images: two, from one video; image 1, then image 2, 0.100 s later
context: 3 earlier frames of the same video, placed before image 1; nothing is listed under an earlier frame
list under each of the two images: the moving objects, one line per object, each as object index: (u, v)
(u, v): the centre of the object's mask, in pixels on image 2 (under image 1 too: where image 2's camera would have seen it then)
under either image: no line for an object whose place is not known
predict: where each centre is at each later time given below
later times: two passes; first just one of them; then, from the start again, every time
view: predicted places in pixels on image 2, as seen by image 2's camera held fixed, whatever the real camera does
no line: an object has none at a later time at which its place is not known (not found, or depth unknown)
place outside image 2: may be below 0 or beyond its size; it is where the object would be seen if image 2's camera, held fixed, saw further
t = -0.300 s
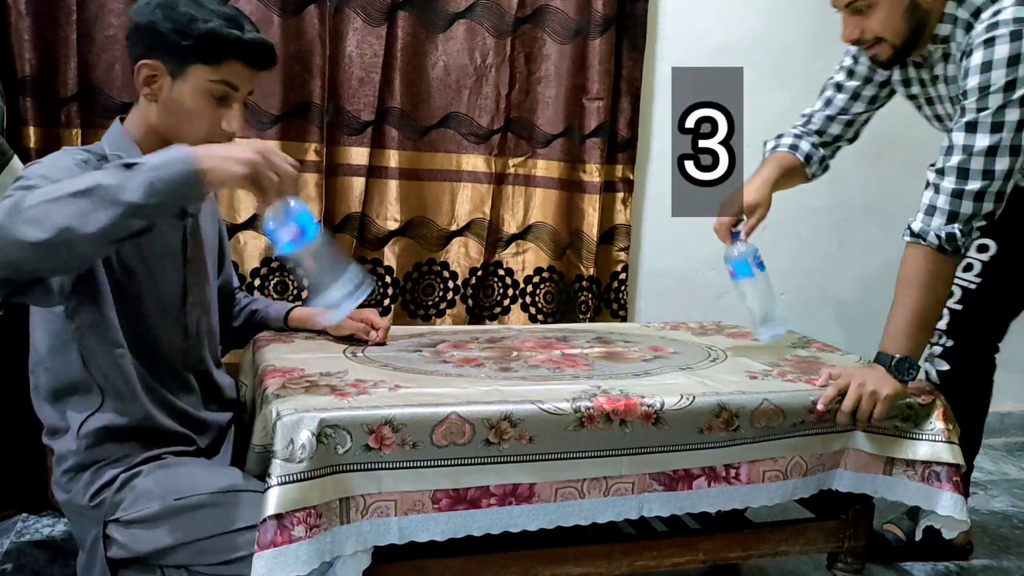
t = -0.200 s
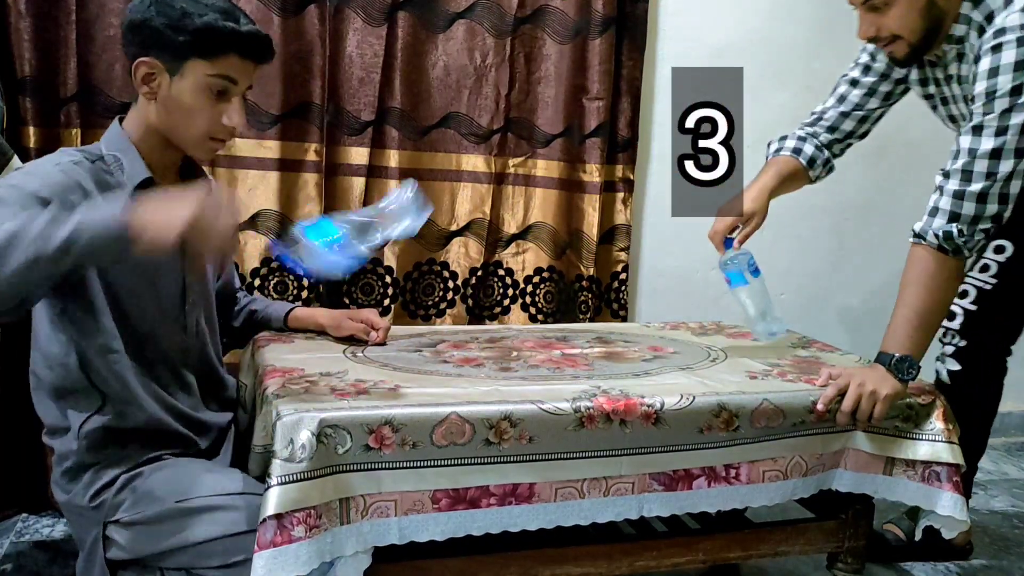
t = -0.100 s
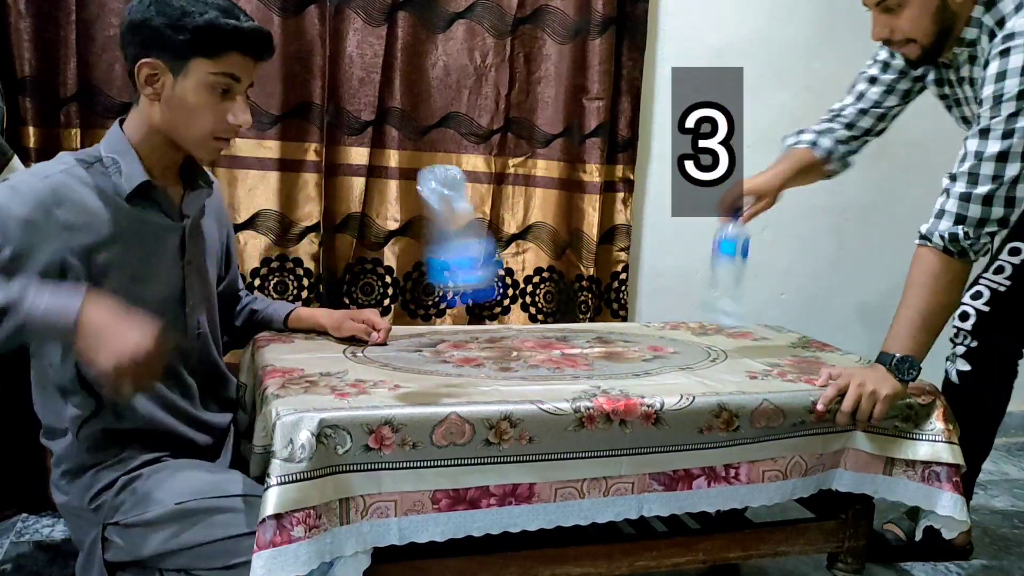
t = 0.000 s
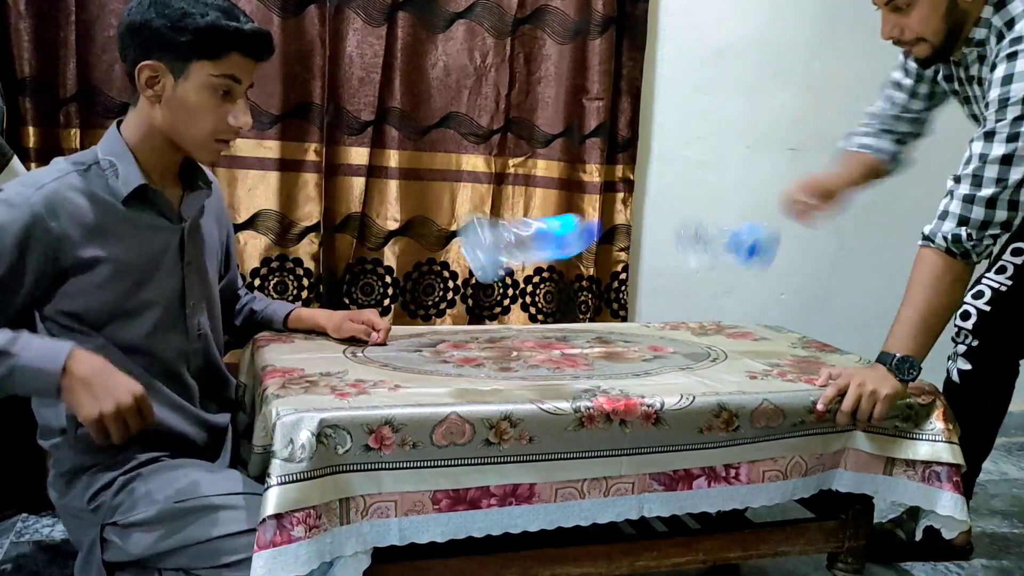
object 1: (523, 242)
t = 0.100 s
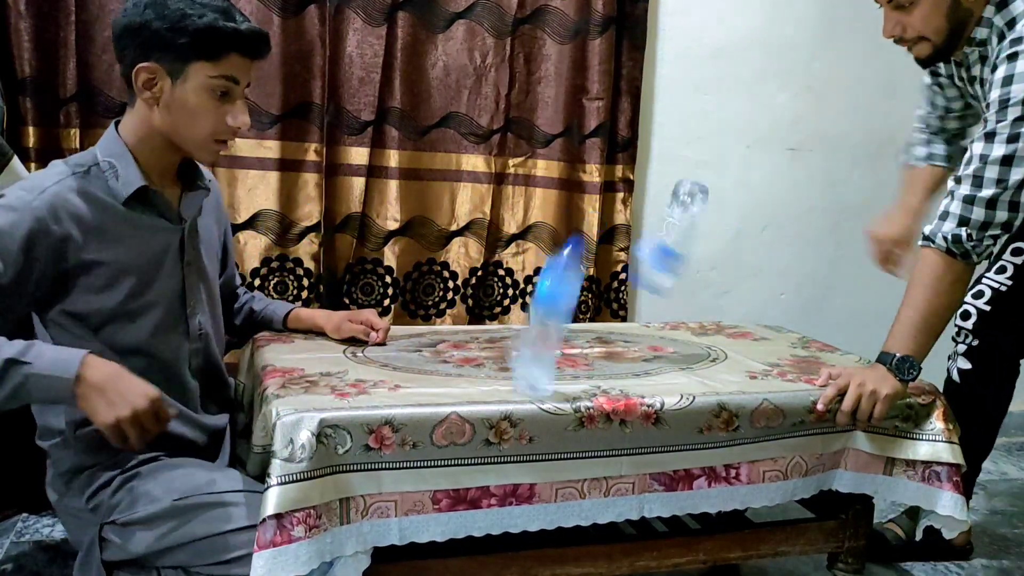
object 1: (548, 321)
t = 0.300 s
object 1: (526, 331)
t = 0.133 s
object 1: (543, 326)
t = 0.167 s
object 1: (537, 328)
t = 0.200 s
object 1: (536, 328)
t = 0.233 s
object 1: (536, 329)
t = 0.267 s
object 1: (533, 330)
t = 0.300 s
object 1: (526, 331)
